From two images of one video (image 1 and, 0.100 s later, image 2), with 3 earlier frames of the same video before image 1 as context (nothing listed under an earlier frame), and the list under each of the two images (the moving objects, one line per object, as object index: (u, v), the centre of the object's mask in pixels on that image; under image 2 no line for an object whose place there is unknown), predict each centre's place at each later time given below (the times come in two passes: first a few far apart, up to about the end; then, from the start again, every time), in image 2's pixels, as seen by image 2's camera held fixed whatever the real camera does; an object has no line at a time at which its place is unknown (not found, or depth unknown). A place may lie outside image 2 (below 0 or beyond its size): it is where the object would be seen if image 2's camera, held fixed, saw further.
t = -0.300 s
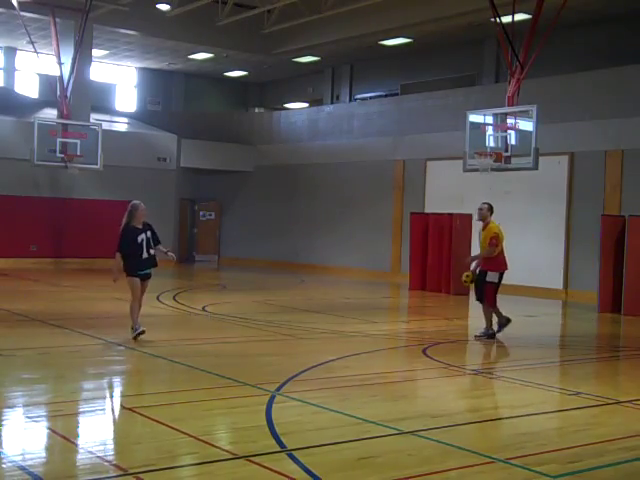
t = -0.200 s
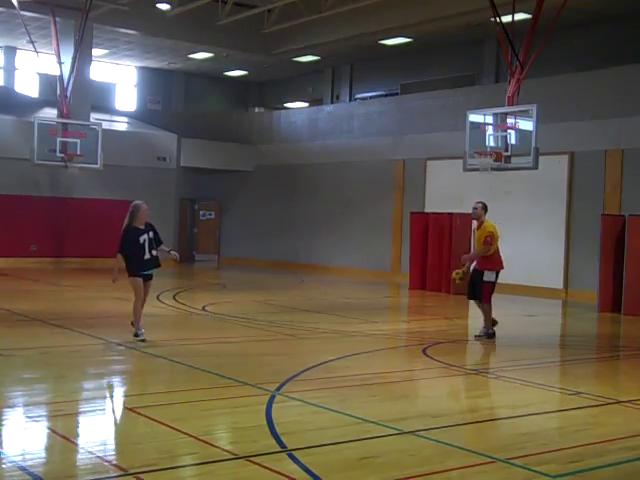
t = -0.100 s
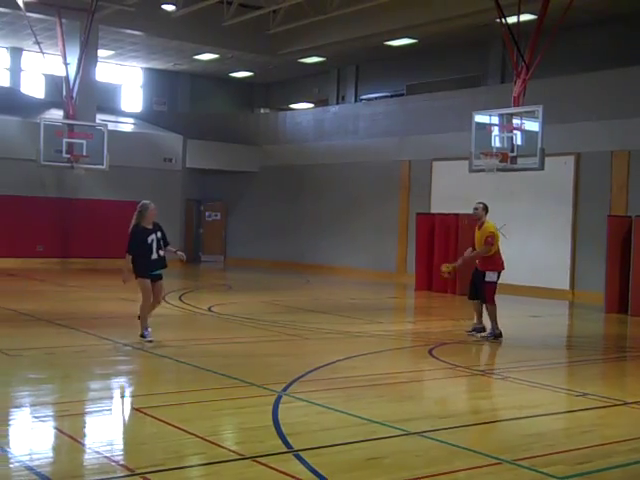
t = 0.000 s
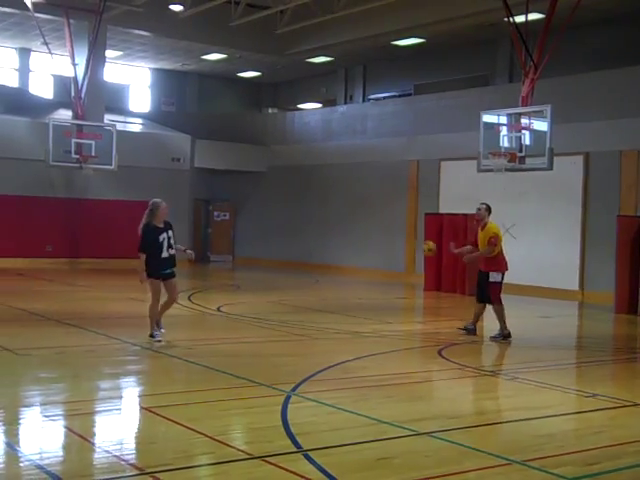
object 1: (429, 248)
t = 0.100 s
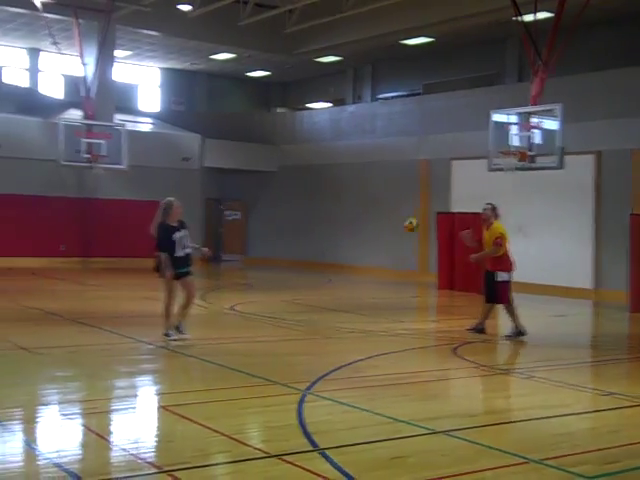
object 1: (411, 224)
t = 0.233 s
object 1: (369, 207)
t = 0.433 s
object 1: (302, 204)
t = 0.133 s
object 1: (400, 220)
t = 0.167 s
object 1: (390, 214)
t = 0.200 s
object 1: (380, 209)
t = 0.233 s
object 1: (369, 207)
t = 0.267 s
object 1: (358, 203)
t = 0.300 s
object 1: (347, 202)
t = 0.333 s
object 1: (337, 202)
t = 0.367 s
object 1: (327, 202)
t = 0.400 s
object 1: (316, 202)
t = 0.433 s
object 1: (302, 204)
